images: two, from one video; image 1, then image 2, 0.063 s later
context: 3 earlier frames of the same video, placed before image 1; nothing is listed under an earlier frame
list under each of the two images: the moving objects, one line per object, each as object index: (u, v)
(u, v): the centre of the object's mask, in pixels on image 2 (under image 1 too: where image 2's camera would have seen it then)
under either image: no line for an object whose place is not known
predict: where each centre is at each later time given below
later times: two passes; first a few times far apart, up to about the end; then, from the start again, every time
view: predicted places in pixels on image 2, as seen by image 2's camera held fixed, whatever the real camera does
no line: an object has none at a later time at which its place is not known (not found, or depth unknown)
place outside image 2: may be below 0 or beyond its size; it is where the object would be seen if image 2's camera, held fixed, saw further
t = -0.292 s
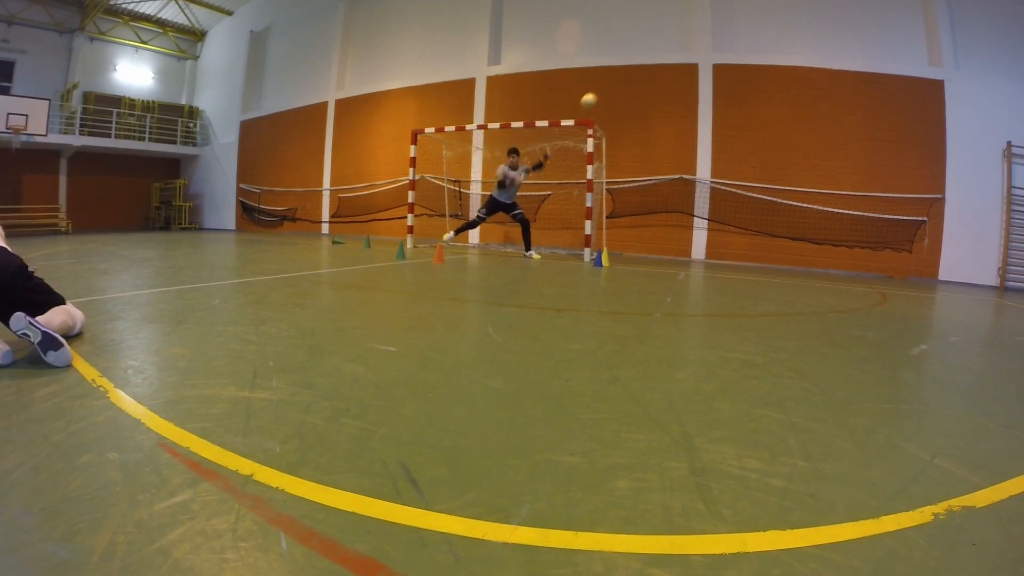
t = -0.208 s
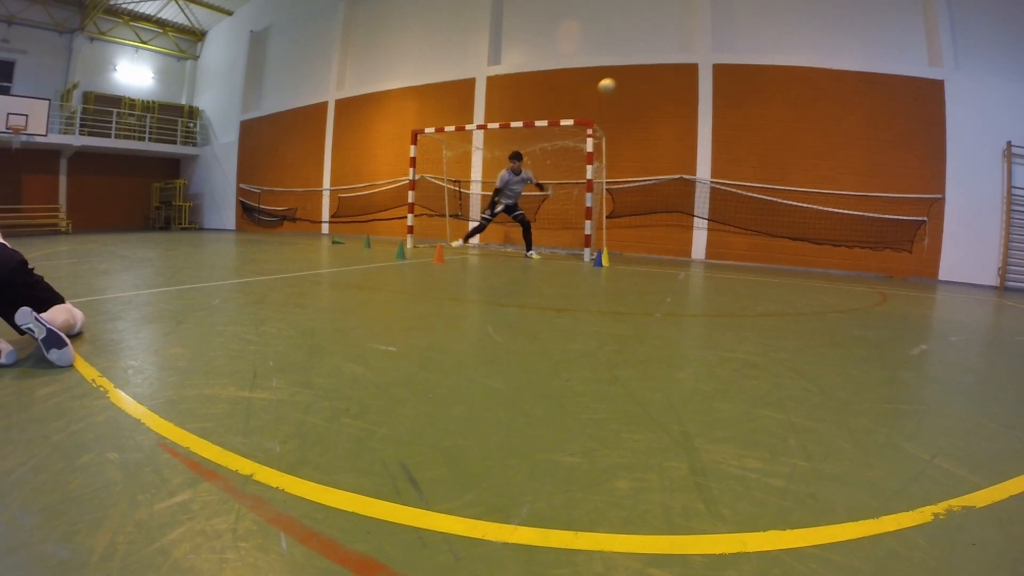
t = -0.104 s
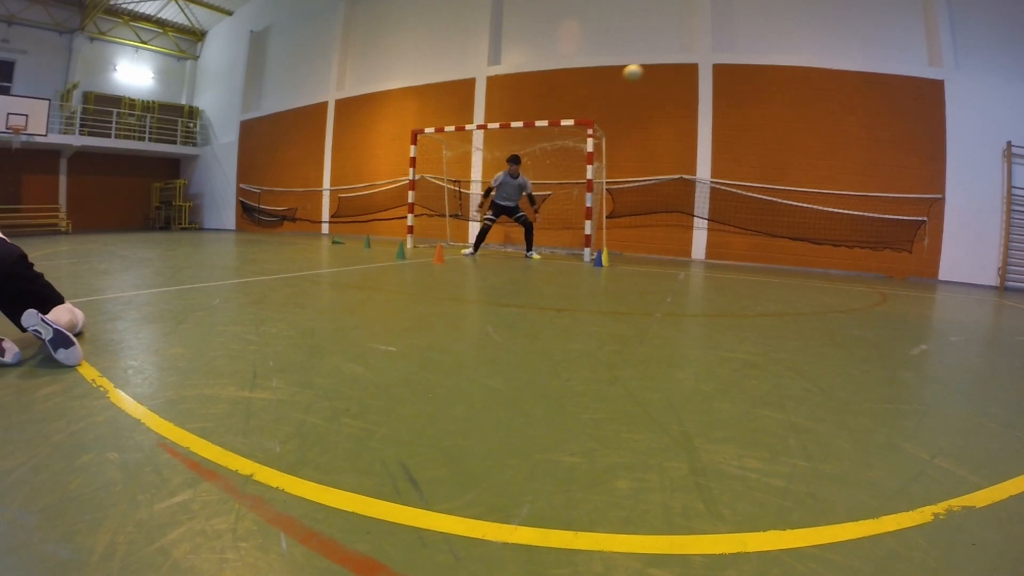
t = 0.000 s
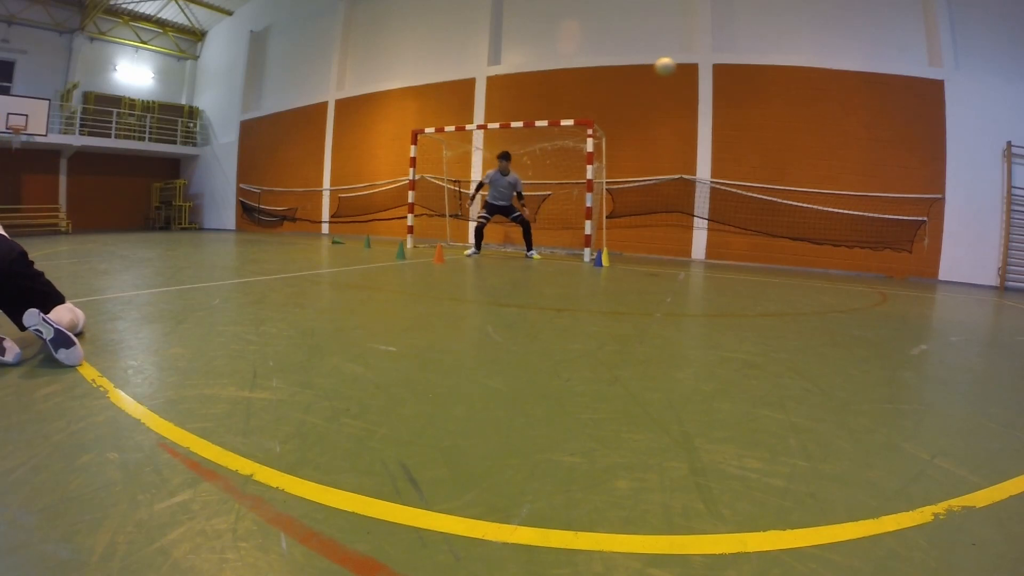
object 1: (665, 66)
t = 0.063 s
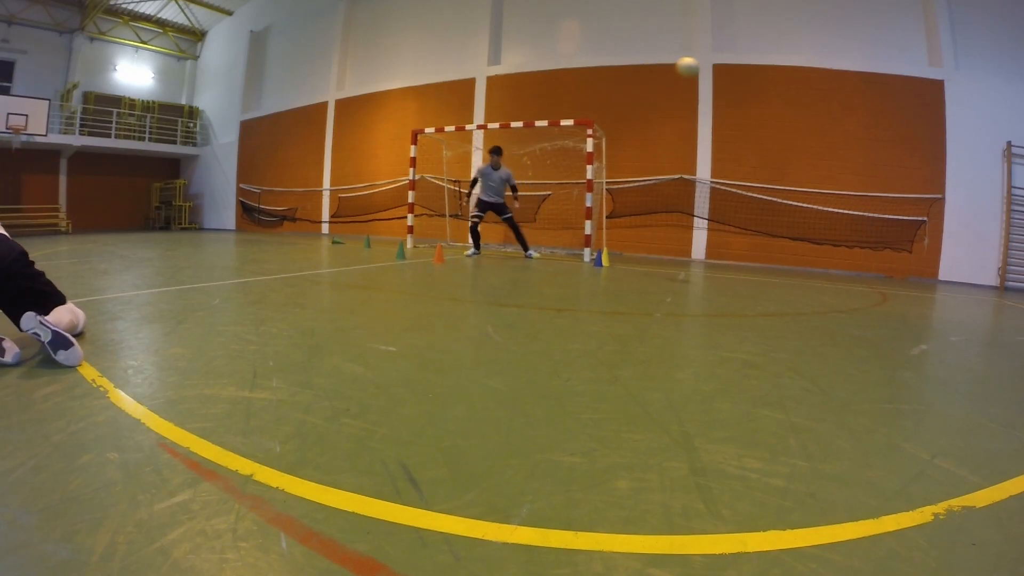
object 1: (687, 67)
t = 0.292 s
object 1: (807, 120)
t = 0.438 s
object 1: (919, 229)
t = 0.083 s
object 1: (696, 68)
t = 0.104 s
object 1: (705, 70)
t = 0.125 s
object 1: (715, 72)
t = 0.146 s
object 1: (725, 76)
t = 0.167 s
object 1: (734, 79)
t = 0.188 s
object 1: (745, 84)
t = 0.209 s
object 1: (756, 89)
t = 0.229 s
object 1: (768, 95)
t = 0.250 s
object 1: (780, 101)
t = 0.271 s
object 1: (793, 110)
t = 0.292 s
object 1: (807, 120)
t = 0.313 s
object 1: (821, 131)
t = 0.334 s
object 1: (836, 142)
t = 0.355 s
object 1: (852, 156)
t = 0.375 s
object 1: (869, 172)
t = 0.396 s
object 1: (885, 188)
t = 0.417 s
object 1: (903, 209)
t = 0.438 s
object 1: (919, 229)
